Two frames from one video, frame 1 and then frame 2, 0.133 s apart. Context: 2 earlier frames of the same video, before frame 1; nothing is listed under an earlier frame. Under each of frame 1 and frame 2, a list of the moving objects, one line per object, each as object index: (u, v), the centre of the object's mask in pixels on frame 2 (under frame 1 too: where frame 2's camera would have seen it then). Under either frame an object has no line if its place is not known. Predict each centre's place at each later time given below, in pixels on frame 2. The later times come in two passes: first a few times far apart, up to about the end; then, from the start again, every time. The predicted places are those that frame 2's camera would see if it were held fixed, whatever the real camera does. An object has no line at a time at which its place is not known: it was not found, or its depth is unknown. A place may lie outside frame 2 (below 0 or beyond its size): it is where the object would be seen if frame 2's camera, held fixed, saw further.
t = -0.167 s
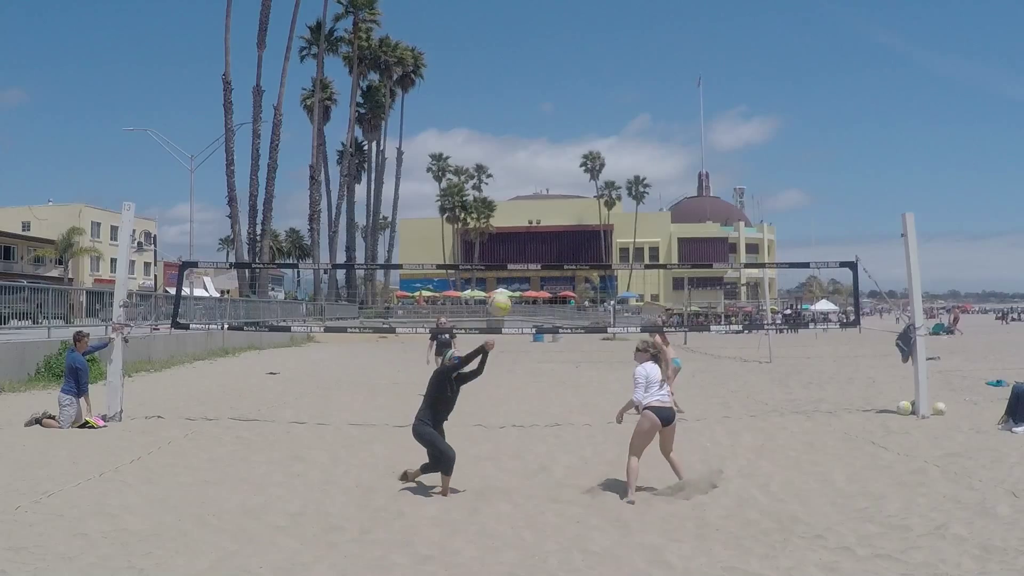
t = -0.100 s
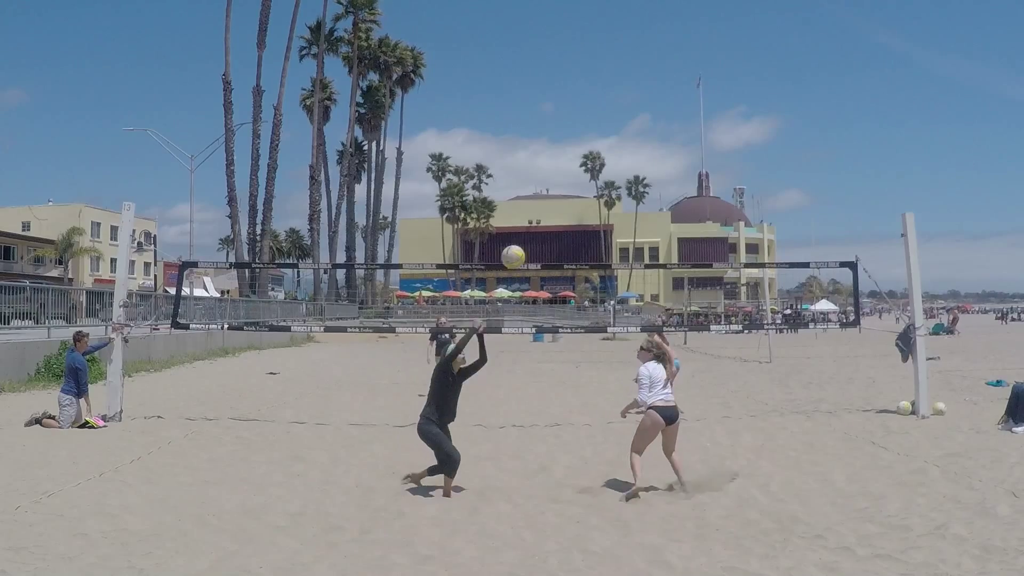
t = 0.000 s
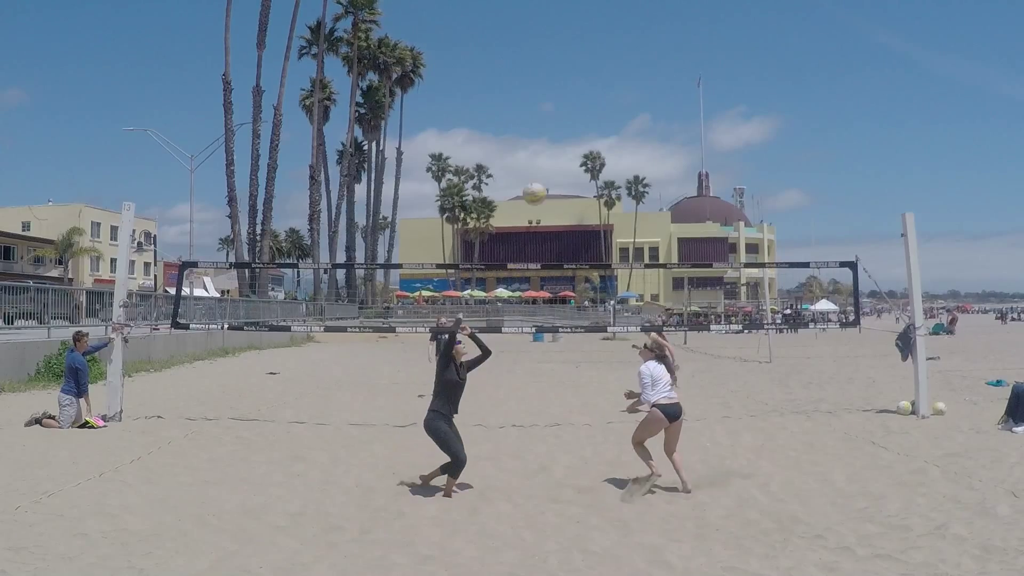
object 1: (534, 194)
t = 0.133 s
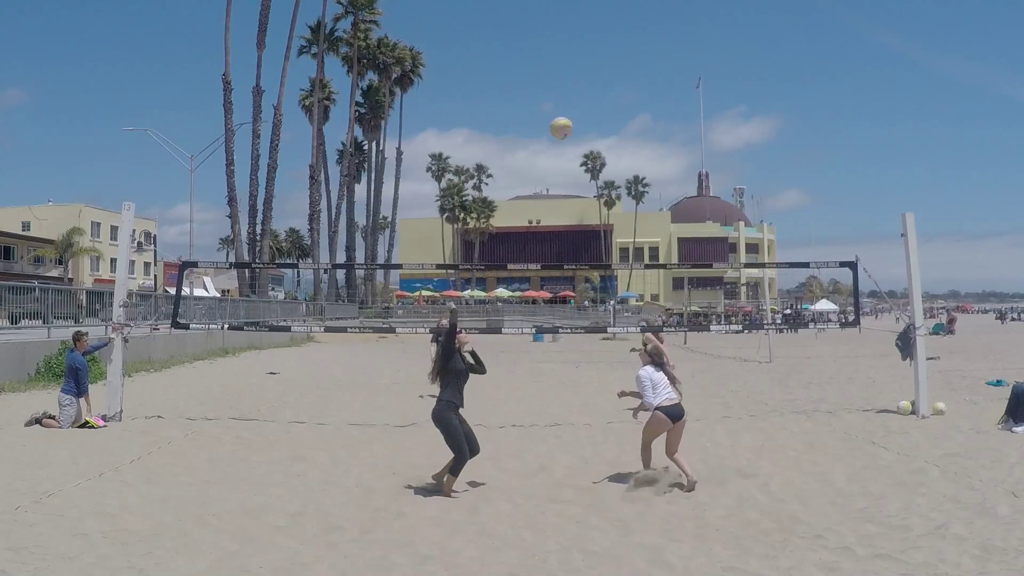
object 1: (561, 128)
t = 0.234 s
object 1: (581, 92)
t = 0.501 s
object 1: (632, 53)
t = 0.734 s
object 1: (674, 78)
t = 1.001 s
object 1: (717, 172)
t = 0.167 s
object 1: (568, 115)
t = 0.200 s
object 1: (574, 103)
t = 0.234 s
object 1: (581, 92)
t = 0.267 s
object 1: (587, 84)
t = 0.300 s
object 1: (594, 75)
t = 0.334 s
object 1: (601, 69)
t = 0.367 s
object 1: (607, 63)
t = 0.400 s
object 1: (613, 59)
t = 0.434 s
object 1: (620, 56)
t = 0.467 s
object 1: (626, 53)
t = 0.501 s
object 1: (632, 53)
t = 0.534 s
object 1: (638, 53)
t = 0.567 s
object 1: (644, 54)
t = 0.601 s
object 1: (651, 57)
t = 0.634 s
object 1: (657, 60)
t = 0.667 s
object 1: (662, 65)
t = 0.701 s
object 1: (668, 71)
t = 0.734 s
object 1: (674, 78)
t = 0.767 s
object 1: (679, 86)
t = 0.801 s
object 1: (685, 95)
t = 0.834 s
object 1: (690, 105)
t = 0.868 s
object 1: (696, 117)
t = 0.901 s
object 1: (701, 129)
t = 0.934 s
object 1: (707, 142)
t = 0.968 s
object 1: (711, 156)
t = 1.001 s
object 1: (717, 172)
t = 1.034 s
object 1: (722, 188)
